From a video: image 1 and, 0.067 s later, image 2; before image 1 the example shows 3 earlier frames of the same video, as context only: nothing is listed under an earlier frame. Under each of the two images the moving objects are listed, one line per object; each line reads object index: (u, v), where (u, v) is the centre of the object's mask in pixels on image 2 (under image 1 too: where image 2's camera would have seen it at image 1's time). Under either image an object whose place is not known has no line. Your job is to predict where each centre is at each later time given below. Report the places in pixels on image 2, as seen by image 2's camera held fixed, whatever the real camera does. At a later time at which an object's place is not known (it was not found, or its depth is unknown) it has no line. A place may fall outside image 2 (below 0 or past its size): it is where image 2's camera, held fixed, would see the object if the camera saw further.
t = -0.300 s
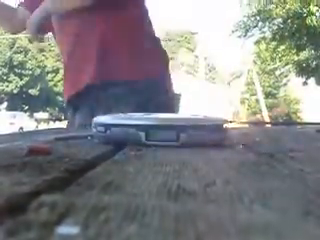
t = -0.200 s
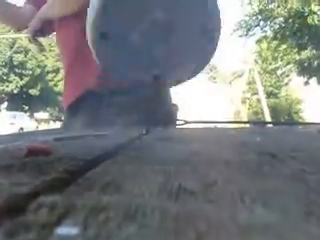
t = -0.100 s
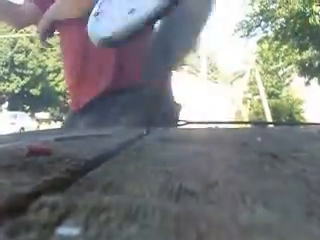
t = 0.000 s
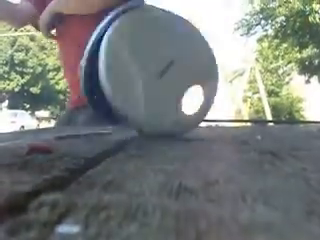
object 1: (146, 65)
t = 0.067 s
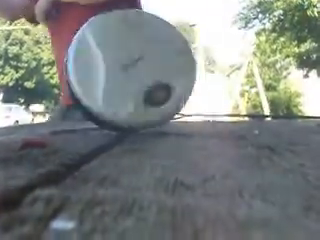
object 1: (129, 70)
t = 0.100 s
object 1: (125, 70)
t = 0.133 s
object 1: (123, 73)
